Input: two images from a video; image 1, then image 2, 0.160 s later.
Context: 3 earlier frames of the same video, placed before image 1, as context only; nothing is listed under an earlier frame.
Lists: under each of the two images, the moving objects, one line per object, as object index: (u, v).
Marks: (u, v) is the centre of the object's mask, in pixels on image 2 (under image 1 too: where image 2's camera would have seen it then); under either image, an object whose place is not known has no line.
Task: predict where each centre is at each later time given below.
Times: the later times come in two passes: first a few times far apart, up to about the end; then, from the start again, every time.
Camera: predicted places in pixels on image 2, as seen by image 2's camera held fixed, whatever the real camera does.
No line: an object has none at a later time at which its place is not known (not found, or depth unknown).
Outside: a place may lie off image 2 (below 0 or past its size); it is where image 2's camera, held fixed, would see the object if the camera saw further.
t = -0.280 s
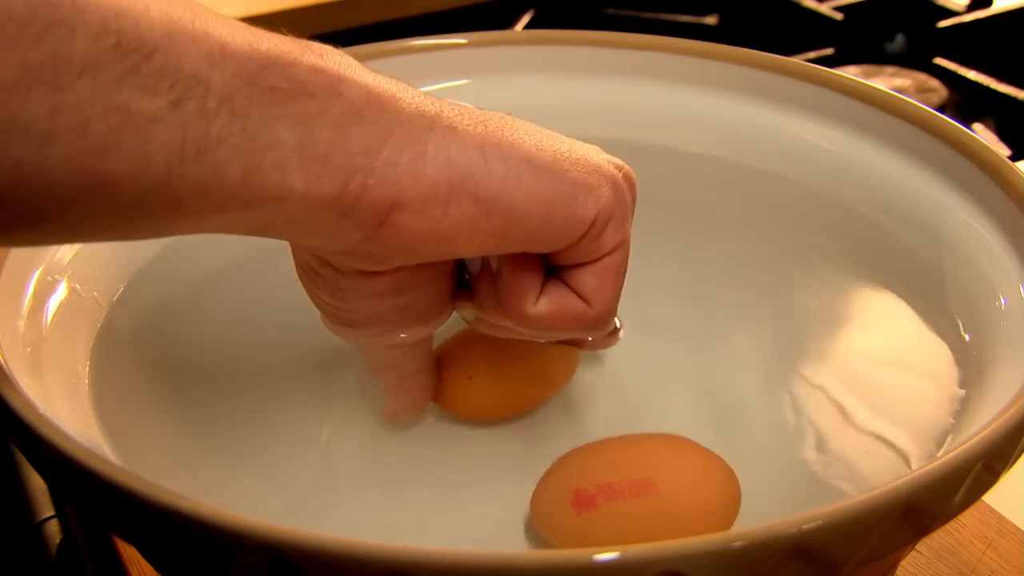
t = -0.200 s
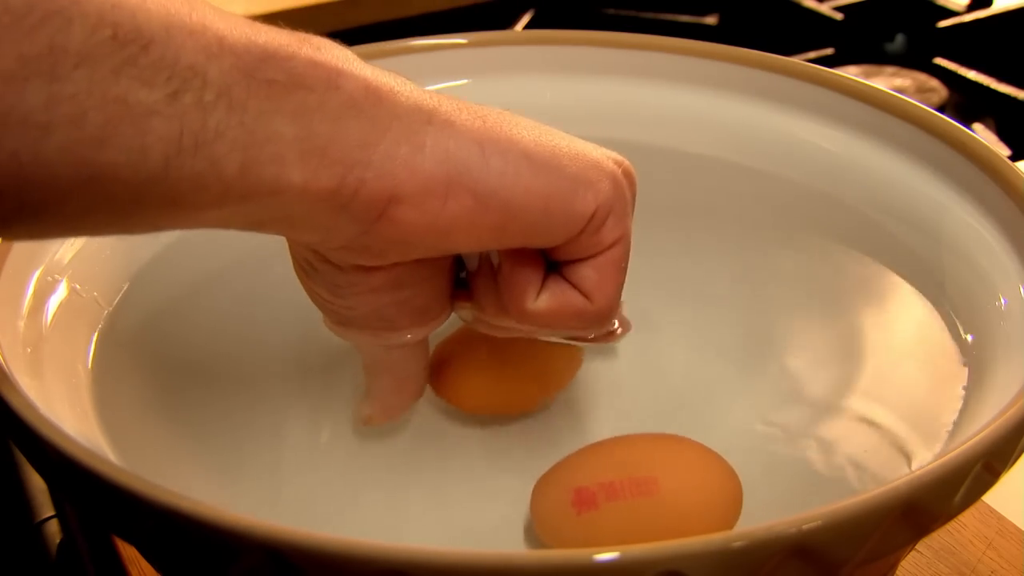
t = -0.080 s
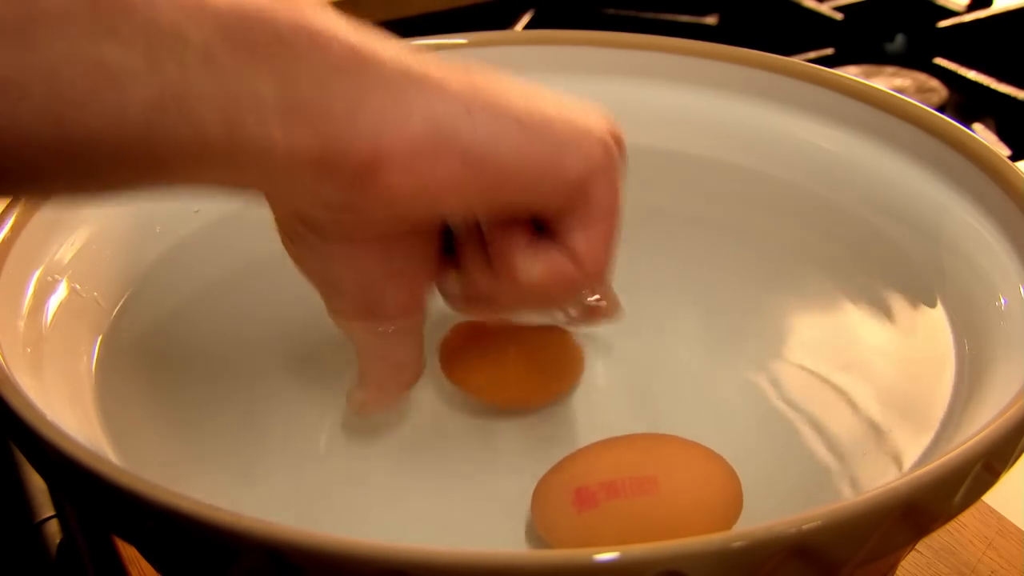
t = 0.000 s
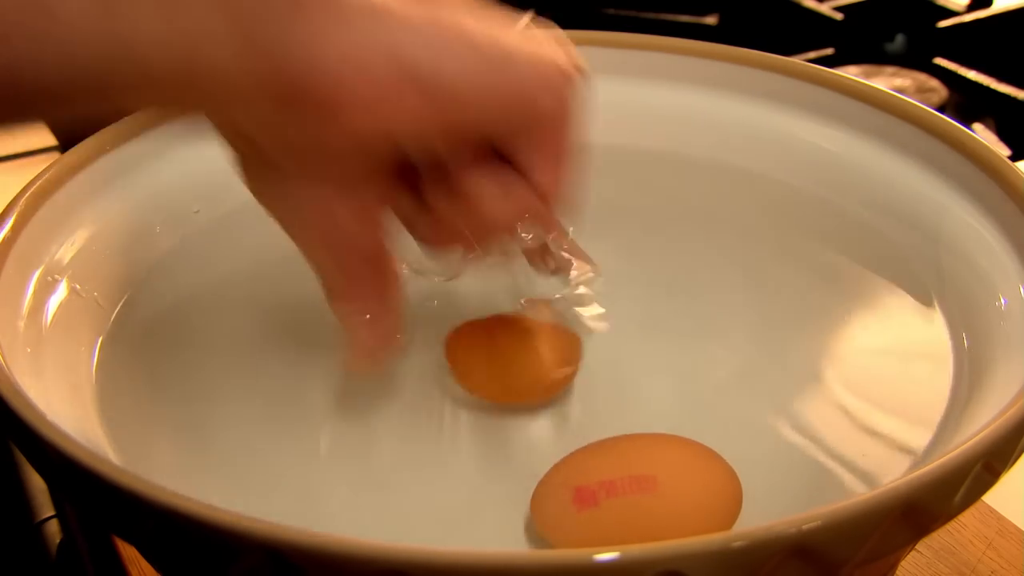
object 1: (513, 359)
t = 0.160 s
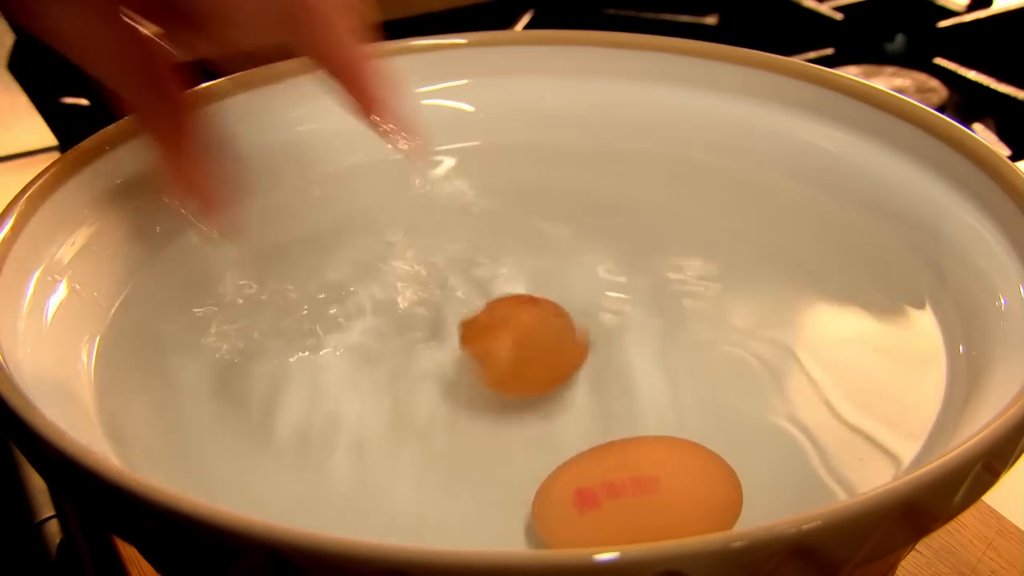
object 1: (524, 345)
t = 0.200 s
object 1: (523, 343)
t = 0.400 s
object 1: (532, 333)
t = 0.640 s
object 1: (543, 319)
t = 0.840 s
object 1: (549, 309)
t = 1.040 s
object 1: (557, 306)
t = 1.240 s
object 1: (563, 297)
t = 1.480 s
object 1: (570, 291)
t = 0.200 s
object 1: (523, 343)
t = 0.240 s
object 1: (522, 340)
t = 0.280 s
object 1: (528, 337)
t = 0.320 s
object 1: (532, 337)
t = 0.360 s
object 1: (533, 339)
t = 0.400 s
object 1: (532, 333)
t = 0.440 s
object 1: (534, 327)
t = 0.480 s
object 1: (537, 326)
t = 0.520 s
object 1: (539, 327)
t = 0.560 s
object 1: (539, 327)
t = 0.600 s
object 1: (542, 325)
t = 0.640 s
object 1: (543, 319)
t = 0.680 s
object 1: (543, 320)
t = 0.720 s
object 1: (545, 321)
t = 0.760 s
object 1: (546, 317)
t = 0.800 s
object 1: (547, 312)
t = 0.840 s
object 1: (549, 309)
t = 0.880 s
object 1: (551, 311)
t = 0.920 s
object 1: (553, 309)
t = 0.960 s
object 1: (554, 309)
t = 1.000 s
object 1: (556, 307)
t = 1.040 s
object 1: (557, 306)
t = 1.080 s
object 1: (559, 306)
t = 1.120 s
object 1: (562, 304)
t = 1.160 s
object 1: (564, 298)
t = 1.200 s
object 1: (563, 295)
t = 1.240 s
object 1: (563, 297)
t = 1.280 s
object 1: (564, 299)
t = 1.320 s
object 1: (566, 296)
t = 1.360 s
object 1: (567, 289)
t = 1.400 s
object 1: (567, 290)
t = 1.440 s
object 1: (568, 292)
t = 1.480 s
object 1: (570, 291)
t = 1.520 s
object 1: (571, 286)
